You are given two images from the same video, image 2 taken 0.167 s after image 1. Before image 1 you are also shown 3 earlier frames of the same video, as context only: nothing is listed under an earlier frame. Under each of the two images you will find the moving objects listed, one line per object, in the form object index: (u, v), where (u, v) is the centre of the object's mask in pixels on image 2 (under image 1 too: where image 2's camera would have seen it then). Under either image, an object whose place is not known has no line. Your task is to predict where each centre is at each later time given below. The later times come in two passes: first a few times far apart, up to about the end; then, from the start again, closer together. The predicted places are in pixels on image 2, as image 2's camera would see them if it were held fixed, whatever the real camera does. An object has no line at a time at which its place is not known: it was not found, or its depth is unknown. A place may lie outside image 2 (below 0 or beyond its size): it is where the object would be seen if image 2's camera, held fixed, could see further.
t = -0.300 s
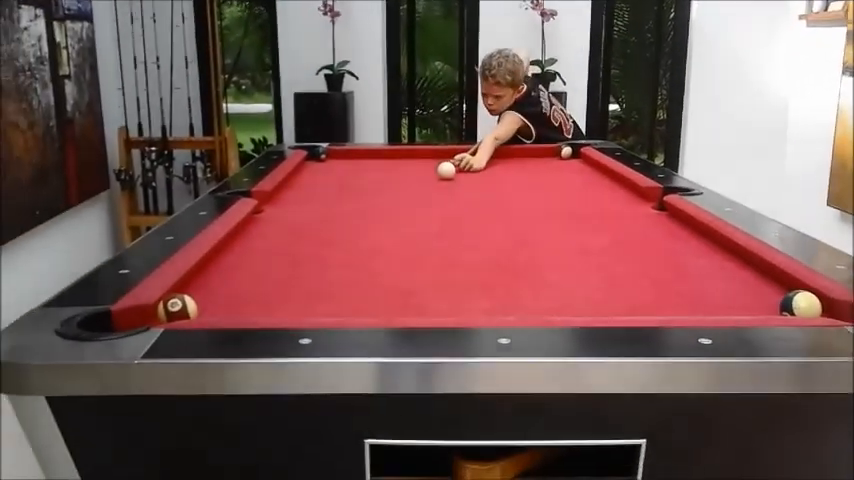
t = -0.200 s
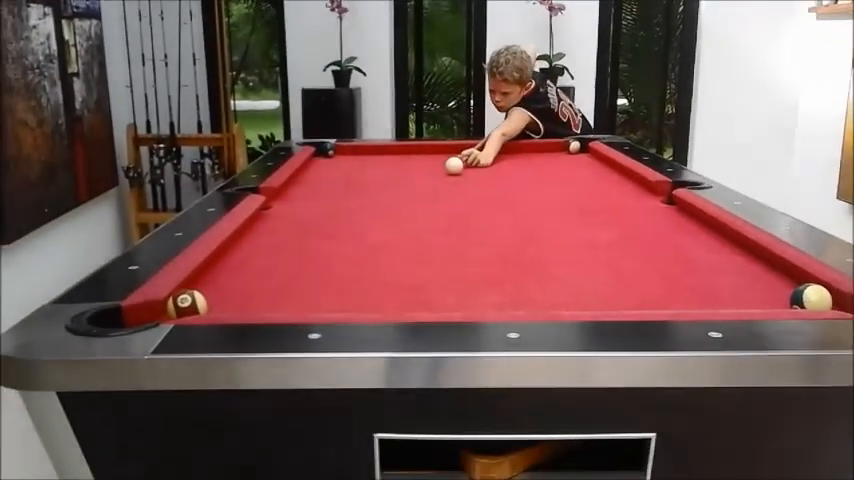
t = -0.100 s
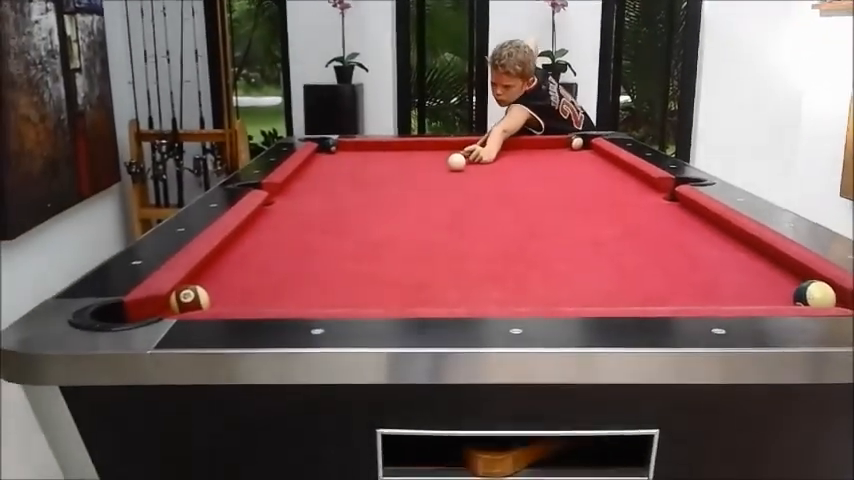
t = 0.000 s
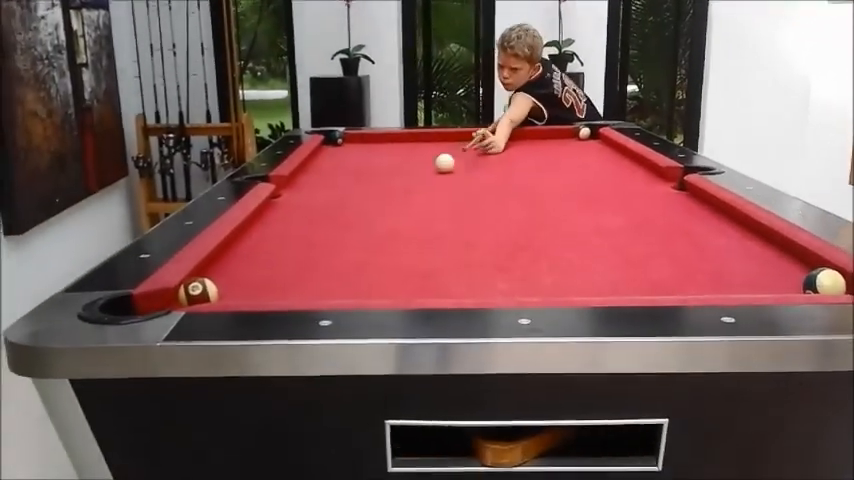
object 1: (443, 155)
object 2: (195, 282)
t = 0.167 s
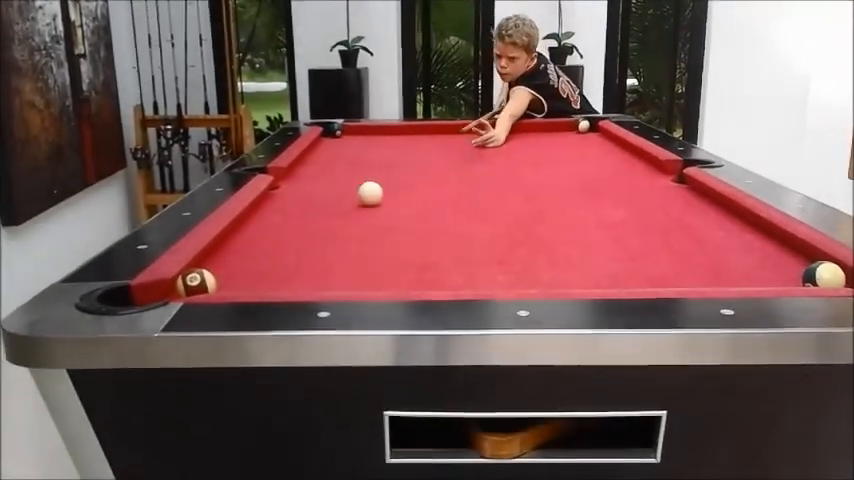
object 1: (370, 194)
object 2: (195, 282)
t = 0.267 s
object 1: (317, 220)
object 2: (195, 282)
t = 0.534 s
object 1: (210, 280)
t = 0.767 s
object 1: (232, 285)
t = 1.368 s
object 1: (248, 282)
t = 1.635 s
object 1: (250, 282)
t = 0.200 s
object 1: (354, 202)
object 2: (195, 282)
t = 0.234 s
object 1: (337, 210)
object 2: (195, 282)
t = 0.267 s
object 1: (317, 220)
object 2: (195, 282)
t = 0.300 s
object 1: (296, 231)
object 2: (195, 282)
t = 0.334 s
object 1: (272, 243)
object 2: (195, 282)
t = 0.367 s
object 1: (246, 256)
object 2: (195, 282)
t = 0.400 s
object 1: (219, 268)
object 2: (194, 282)
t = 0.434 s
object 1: (199, 272)
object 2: (180, 290)
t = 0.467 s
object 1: (203, 276)
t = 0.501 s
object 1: (207, 278)
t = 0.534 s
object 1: (210, 280)
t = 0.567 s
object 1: (214, 280)
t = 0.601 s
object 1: (217, 281)
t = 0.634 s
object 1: (219, 282)
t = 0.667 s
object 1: (223, 283)
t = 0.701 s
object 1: (226, 284)
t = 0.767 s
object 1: (232, 285)
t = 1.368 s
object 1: (248, 282)
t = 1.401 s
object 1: (248, 282)
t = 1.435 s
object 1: (248, 282)
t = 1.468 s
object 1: (248, 282)
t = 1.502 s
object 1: (248, 282)
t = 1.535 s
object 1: (249, 282)
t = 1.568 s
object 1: (249, 282)
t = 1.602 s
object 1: (249, 283)
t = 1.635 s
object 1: (250, 282)
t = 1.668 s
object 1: (250, 283)
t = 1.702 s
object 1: (250, 282)
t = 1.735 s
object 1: (250, 282)
